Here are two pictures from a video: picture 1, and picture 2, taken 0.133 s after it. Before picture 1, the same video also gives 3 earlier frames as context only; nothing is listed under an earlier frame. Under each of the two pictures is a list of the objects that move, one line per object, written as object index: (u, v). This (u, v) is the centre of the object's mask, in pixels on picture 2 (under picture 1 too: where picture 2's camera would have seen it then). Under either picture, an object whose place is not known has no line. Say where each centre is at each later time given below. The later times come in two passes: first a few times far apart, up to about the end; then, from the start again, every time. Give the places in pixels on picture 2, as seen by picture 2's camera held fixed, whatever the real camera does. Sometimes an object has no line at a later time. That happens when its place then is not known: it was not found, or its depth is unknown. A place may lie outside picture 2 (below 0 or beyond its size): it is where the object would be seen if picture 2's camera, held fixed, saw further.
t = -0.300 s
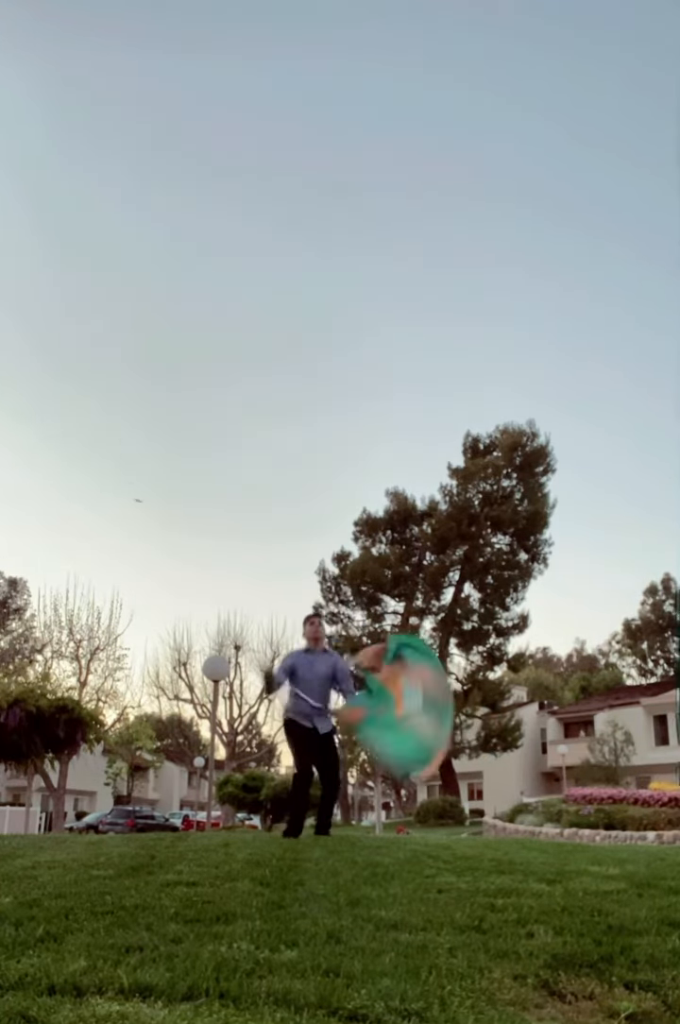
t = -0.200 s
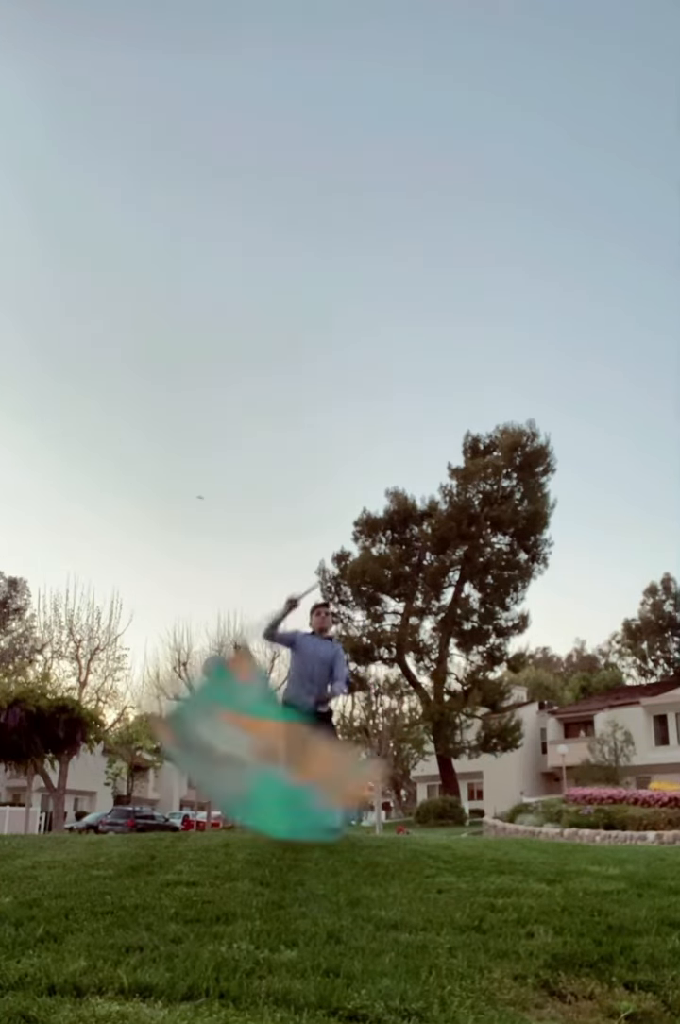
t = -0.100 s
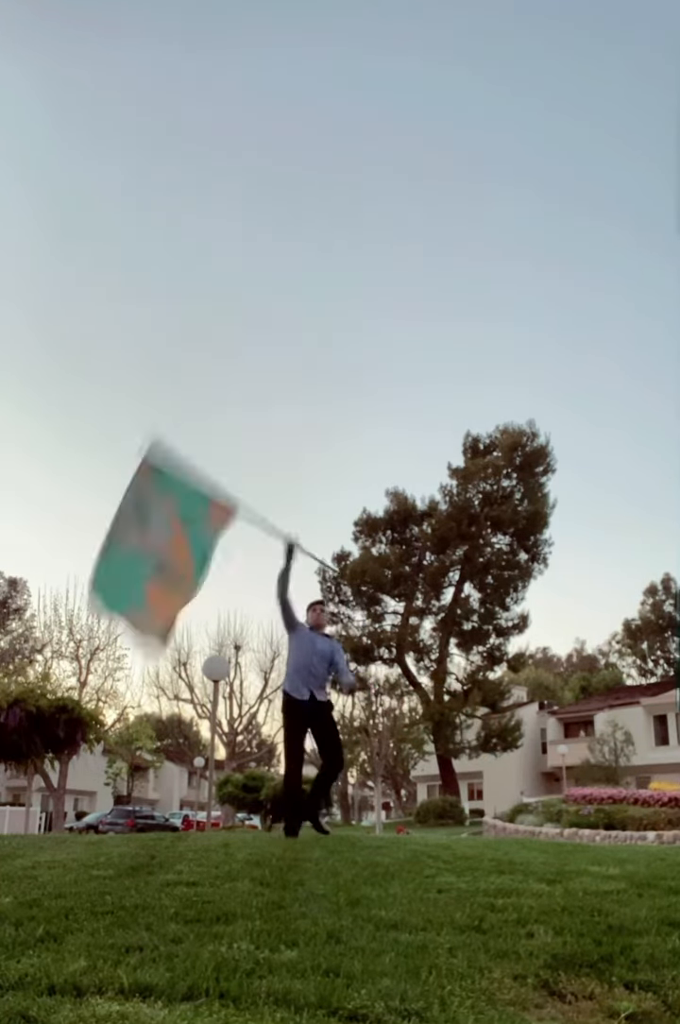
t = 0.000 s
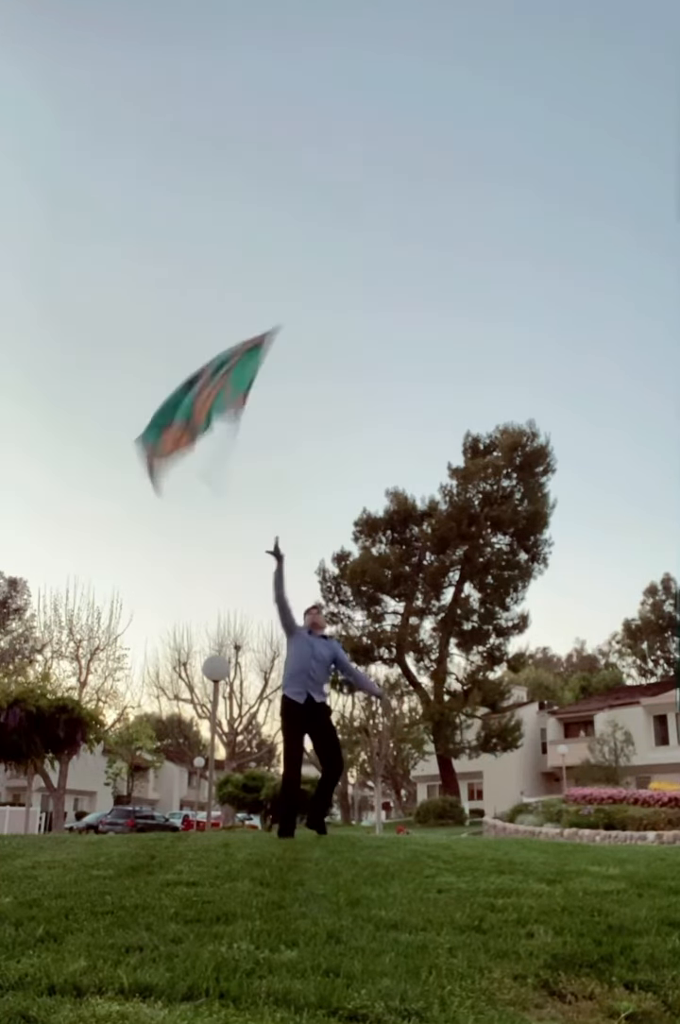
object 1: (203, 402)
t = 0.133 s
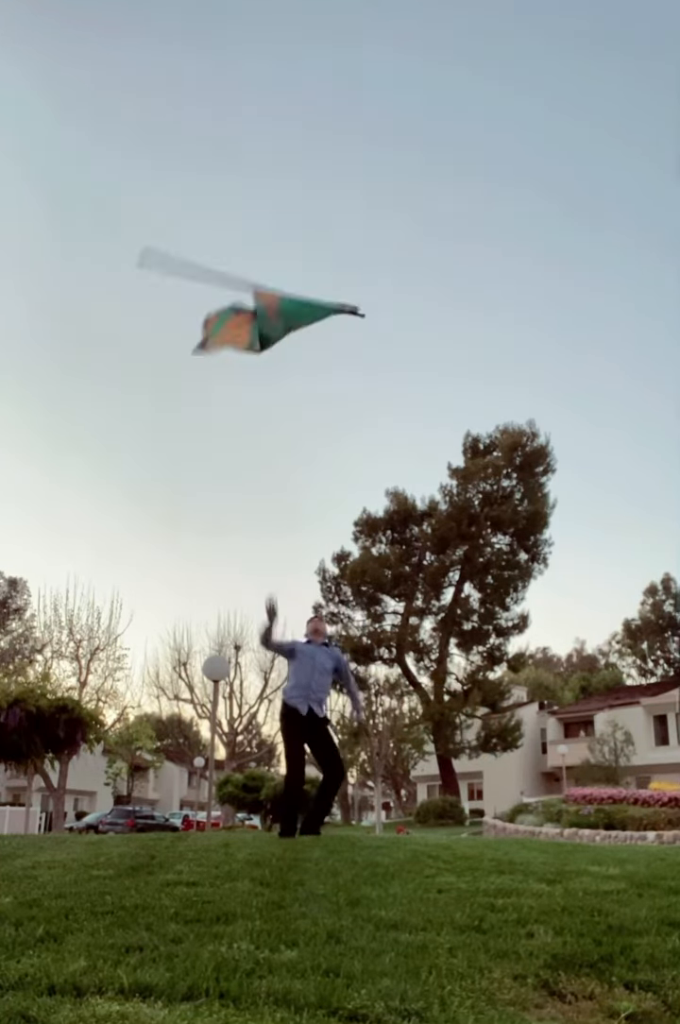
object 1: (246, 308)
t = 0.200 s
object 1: (271, 280)
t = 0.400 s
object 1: (267, 209)
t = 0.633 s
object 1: (259, 117)
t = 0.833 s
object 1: (349, 127)
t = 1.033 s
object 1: (381, 191)
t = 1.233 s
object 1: (351, 253)
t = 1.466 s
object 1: (356, 313)
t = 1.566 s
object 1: (367, 404)
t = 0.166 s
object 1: (258, 290)
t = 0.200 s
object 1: (271, 280)
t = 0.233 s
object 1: (286, 277)
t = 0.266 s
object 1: (290, 271)
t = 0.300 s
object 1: (286, 257)
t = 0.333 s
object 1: (278, 240)
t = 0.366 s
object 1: (271, 222)
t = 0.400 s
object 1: (267, 209)
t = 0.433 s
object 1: (262, 194)
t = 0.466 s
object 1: (253, 177)
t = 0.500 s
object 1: (248, 158)
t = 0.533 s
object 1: (246, 146)
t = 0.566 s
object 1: (244, 134)
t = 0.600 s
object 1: (247, 125)
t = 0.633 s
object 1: (259, 117)
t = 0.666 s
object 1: (278, 111)
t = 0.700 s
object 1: (291, 110)
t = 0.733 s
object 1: (305, 110)
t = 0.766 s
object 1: (322, 112)
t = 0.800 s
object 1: (334, 119)
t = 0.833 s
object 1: (349, 127)
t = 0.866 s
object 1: (362, 136)
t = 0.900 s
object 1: (371, 147)
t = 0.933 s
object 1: (378, 162)
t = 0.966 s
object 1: (382, 172)
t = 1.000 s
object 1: (383, 181)
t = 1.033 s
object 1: (381, 191)
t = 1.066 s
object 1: (379, 206)
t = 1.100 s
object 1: (372, 217)
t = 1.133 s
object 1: (365, 228)
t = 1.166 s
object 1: (356, 234)
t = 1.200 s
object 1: (356, 244)
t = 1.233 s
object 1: (351, 253)
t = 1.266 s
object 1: (347, 262)
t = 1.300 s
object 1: (344, 270)
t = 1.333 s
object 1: (342, 278)
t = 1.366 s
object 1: (344, 284)
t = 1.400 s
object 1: (349, 292)
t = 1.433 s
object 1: (352, 302)
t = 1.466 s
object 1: (356, 313)
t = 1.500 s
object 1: (360, 335)
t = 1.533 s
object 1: (363, 368)
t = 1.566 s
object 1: (367, 404)
